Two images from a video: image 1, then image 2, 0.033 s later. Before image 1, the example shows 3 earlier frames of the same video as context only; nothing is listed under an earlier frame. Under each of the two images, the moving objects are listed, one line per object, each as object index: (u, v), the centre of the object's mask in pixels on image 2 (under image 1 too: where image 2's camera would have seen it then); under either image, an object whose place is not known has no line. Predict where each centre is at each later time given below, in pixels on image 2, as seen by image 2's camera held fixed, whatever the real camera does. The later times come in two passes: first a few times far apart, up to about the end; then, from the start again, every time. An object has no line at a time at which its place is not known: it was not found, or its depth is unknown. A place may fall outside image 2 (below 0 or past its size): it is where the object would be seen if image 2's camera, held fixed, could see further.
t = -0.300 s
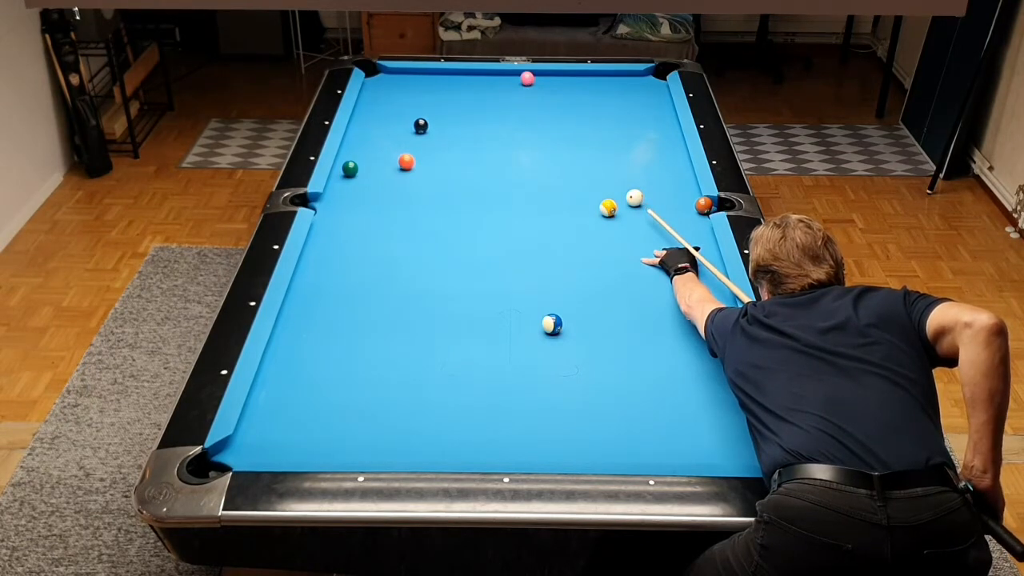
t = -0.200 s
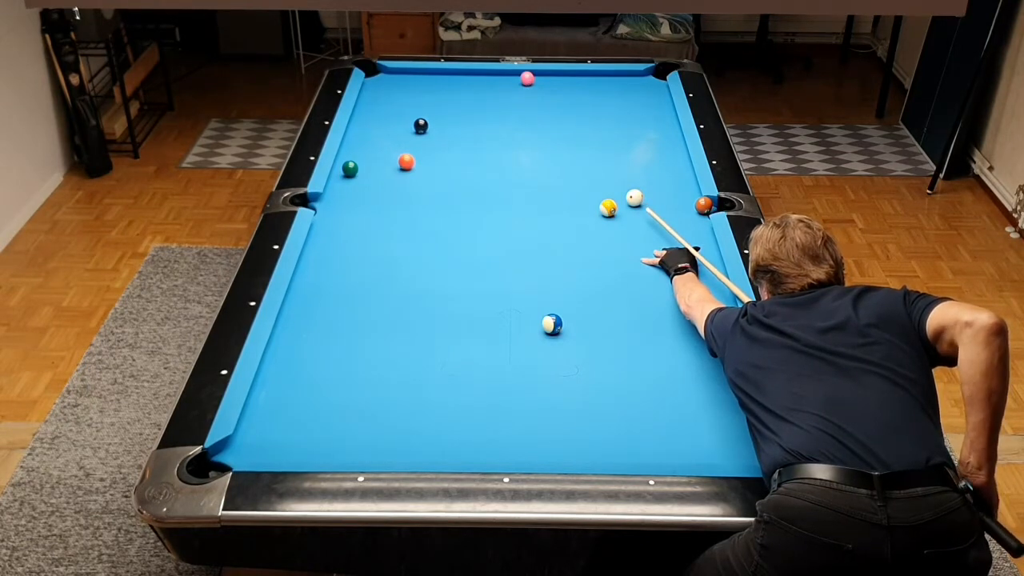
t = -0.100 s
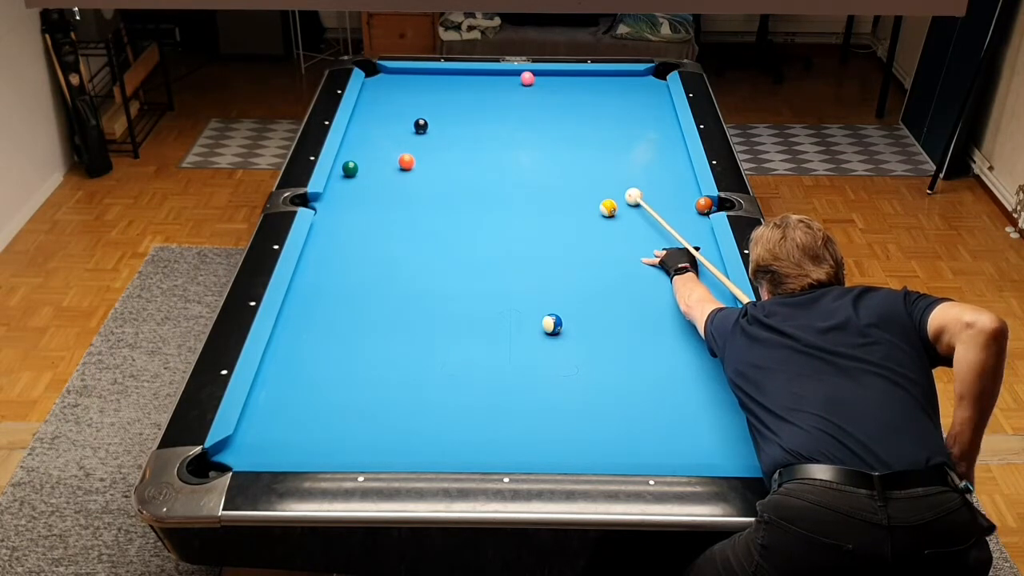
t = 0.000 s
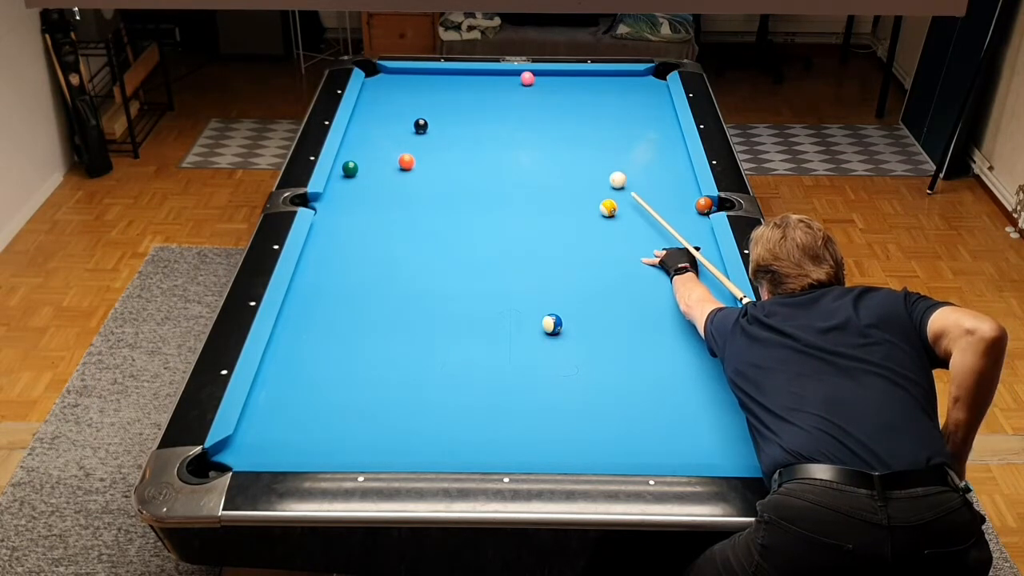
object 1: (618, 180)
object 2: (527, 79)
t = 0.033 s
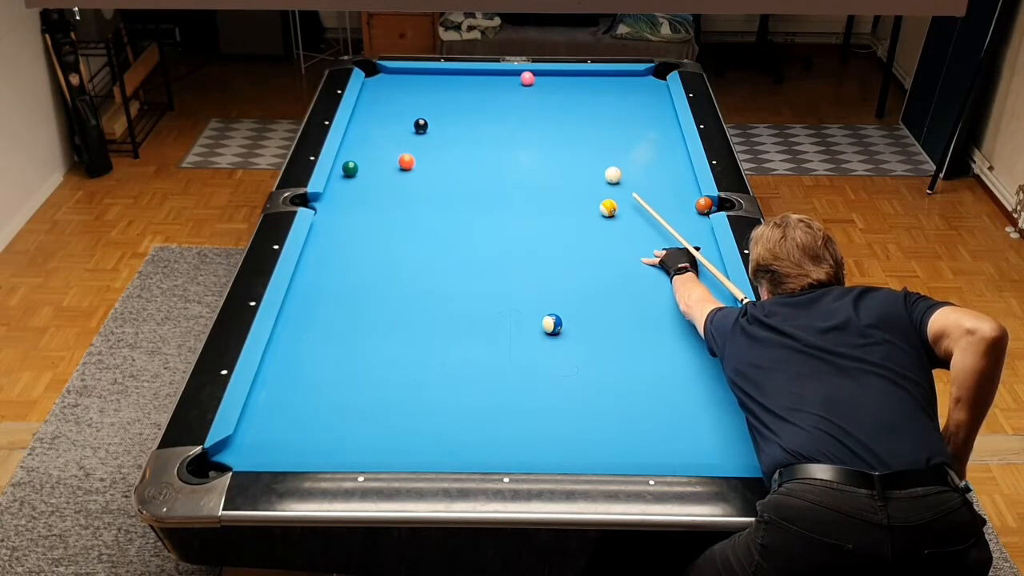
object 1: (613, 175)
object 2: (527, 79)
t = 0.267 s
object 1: (583, 144)
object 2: (527, 79)
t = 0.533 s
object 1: (553, 112)
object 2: (527, 79)
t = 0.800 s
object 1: (526, 85)
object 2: (528, 75)
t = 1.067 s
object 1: (499, 78)
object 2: (528, 80)
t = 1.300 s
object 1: (477, 73)
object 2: (528, 90)
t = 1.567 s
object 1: (457, 75)
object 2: (528, 102)
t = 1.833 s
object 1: (439, 78)
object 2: (527, 113)
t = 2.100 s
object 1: (421, 80)
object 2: (527, 124)
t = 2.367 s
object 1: (405, 82)
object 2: (527, 135)
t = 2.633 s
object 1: (389, 84)
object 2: (526, 146)
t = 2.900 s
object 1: (375, 86)
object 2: (526, 156)
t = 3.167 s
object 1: (371, 87)
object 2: (525, 166)
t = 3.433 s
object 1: (377, 89)
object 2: (524, 176)
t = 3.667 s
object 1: (381, 90)
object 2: (524, 184)
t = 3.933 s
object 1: (384, 91)
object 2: (524, 193)
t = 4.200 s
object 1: (387, 92)
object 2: (524, 201)
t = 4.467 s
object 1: (388, 92)
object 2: (524, 208)
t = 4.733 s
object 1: (389, 92)
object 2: (524, 216)
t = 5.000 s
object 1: (389, 92)
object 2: (525, 222)
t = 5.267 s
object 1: (389, 92)
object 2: (525, 227)
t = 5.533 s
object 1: (389, 92)
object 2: (524, 232)
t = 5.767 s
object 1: (389, 92)
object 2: (524, 235)
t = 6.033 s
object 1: (389, 92)
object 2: (522, 238)
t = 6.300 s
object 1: (389, 92)
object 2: (522, 239)
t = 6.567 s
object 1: (389, 92)
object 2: (522, 241)
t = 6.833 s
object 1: (389, 92)
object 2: (522, 241)
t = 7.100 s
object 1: (389, 92)
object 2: (522, 240)
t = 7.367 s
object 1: (389, 92)
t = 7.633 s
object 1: (389, 92)
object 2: (522, 240)
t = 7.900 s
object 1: (389, 92)
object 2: (522, 240)
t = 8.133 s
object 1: (389, 92)
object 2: (522, 240)
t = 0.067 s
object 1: (608, 170)
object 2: (527, 79)
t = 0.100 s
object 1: (604, 166)
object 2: (527, 79)
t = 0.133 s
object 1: (599, 161)
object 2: (527, 79)
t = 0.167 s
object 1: (595, 157)
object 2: (527, 79)
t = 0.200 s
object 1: (591, 152)
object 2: (527, 78)
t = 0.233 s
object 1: (587, 148)
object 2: (527, 79)
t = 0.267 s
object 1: (583, 144)
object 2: (527, 79)
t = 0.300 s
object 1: (579, 139)
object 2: (527, 79)
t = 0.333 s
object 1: (575, 136)
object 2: (527, 79)
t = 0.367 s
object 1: (571, 131)
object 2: (527, 79)
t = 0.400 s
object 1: (567, 127)
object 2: (527, 79)
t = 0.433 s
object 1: (563, 123)
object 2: (527, 79)
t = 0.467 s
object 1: (560, 119)
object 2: (527, 79)
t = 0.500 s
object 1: (556, 116)
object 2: (527, 78)
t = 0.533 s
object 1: (553, 112)
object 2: (527, 79)
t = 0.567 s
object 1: (549, 109)
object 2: (527, 79)
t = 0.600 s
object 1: (546, 105)
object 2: (527, 79)
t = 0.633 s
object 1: (542, 102)
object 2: (527, 79)
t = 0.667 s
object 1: (539, 98)
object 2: (527, 79)
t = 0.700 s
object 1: (536, 94)
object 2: (527, 78)
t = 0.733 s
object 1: (533, 91)
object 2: (527, 78)
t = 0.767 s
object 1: (530, 88)
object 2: (527, 77)
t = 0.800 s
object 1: (526, 85)
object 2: (528, 75)
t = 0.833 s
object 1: (523, 84)
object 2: (529, 75)
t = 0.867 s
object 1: (519, 83)
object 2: (528, 73)
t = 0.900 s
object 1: (516, 82)
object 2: (528, 74)
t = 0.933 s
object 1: (513, 82)
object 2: (528, 75)
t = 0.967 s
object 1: (509, 81)
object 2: (528, 76)
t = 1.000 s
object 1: (506, 80)
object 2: (528, 78)
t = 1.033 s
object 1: (503, 79)
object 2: (528, 79)
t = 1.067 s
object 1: (499, 78)
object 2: (528, 80)
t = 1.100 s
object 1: (496, 77)
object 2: (528, 82)
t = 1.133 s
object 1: (493, 77)
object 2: (528, 83)
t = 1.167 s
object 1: (490, 76)
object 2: (528, 85)
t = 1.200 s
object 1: (486, 75)
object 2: (528, 86)
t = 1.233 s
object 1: (483, 74)
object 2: (528, 88)
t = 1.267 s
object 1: (480, 73)
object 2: (528, 89)
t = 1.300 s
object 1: (477, 73)
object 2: (528, 90)
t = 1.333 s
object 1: (474, 73)
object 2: (528, 92)
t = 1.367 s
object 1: (472, 73)
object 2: (528, 93)
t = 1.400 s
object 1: (469, 73)
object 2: (528, 95)
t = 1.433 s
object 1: (467, 74)
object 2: (528, 96)
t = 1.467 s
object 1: (464, 74)
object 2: (528, 98)
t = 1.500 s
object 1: (462, 74)
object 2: (528, 99)
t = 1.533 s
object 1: (459, 75)
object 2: (528, 100)
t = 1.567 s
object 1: (457, 75)
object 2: (528, 102)
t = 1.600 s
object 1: (455, 75)
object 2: (528, 103)
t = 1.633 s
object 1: (453, 76)
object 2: (528, 105)
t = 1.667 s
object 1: (450, 76)
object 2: (528, 106)
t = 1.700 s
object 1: (448, 76)
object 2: (528, 108)
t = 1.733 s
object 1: (445, 76)
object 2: (528, 109)
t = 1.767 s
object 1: (443, 77)
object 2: (528, 110)
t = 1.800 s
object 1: (441, 77)
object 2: (527, 112)
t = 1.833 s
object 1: (439, 78)
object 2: (527, 113)
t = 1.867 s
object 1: (436, 78)
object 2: (527, 114)
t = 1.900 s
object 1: (434, 78)
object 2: (527, 116)
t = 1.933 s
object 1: (432, 78)
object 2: (527, 117)
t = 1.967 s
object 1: (430, 79)
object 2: (527, 118)
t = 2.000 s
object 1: (427, 79)
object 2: (527, 120)
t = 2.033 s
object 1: (425, 79)
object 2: (527, 121)
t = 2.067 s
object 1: (423, 80)
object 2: (527, 122)
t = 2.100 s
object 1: (421, 80)
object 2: (527, 124)
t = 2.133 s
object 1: (419, 80)
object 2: (527, 125)
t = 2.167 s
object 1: (417, 80)
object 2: (527, 127)
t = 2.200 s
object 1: (415, 81)
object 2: (527, 128)
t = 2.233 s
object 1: (413, 81)
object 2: (527, 130)
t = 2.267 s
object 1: (411, 81)
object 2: (527, 131)
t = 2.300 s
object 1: (409, 82)
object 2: (527, 132)
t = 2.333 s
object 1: (406, 82)
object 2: (527, 134)
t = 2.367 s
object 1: (405, 82)
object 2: (527, 135)
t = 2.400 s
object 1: (402, 82)
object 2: (527, 136)
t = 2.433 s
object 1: (401, 83)
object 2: (526, 138)
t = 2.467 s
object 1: (399, 83)
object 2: (526, 139)
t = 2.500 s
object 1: (397, 83)
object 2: (526, 140)
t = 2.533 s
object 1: (395, 83)
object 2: (526, 141)
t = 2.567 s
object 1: (393, 83)
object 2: (526, 143)
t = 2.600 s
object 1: (391, 84)
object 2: (526, 144)
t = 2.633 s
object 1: (389, 84)
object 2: (526, 146)
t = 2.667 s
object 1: (387, 84)
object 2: (526, 147)
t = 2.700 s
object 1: (386, 85)
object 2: (526, 148)
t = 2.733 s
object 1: (384, 85)
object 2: (526, 150)
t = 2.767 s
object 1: (382, 85)
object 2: (526, 151)
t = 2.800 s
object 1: (380, 85)
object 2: (526, 152)
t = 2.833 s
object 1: (378, 86)
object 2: (526, 153)
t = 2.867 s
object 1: (377, 86)
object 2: (526, 155)
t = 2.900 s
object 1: (375, 86)
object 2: (526, 156)
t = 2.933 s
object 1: (373, 86)
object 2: (525, 158)
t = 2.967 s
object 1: (372, 86)
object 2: (526, 159)
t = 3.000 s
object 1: (370, 87)
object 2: (525, 160)
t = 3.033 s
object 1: (368, 87)
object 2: (525, 161)
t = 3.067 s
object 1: (368, 87)
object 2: (525, 162)
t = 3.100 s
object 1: (369, 87)
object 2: (525, 164)
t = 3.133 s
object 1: (370, 87)
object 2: (525, 165)
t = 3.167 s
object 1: (371, 87)
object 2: (525, 166)
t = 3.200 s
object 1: (372, 88)
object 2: (525, 168)
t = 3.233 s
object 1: (372, 88)
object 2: (525, 169)
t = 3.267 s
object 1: (373, 88)
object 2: (525, 170)
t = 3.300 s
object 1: (374, 88)
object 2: (525, 171)
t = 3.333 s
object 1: (375, 88)
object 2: (525, 173)
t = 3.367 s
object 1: (375, 88)
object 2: (525, 173)
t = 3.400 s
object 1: (376, 89)
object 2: (525, 175)
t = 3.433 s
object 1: (377, 89)
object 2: (524, 176)
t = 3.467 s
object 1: (377, 89)
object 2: (524, 177)
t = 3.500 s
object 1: (378, 89)
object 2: (524, 179)
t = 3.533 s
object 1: (379, 89)
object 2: (524, 180)
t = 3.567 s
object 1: (379, 89)
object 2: (524, 181)
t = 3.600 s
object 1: (380, 89)
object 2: (524, 182)
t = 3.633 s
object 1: (380, 90)
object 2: (524, 183)
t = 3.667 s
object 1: (381, 90)
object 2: (524, 184)
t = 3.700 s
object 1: (381, 90)
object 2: (524, 185)
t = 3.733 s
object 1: (382, 90)
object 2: (524, 186)
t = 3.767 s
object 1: (382, 90)
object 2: (524, 188)
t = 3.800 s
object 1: (383, 90)
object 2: (524, 188)
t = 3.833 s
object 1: (383, 90)
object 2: (524, 190)
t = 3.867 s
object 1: (384, 90)
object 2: (524, 191)
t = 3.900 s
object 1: (384, 91)
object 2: (524, 192)
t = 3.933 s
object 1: (384, 91)
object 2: (524, 193)
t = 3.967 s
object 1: (385, 91)
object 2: (524, 194)
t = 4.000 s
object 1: (385, 91)
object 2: (524, 195)
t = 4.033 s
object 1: (385, 91)
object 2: (524, 196)
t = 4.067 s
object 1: (385, 91)
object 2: (524, 197)
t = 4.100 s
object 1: (386, 91)
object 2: (524, 198)
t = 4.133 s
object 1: (386, 91)
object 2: (524, 199)
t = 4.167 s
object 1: (387, 91)
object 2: (524, 200)
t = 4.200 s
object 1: (387, 92)
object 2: (524, 201)
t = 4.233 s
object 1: (387, 91)
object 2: (524, 202)
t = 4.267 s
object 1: (387, 92)
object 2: (524, 203)
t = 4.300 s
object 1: (388, 92)
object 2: (524, 204)
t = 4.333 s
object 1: (388, 92)
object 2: (524, 205)
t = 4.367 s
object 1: (388, 92)
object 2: (524, 206)
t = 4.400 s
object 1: (388, 92)
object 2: (524, 207)
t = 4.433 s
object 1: (388, 92)
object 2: (524, 208)
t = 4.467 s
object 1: (388, 92)
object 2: (524, 208)
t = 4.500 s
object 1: (389, 92)
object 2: (524, 210)
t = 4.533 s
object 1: (389, 92)
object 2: (524, 211)
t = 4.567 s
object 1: (389, 92)
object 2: (524, 211)
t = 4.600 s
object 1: (389, 92)
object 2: (524, 212)
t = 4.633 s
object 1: (389, 92)
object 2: (524, 213)
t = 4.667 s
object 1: (389, 92)
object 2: (524, 214)
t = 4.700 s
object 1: (389, 92)
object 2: (524, 215)
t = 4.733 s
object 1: (389, 92)
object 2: (524, 216)
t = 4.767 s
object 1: (389, 92)
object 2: (524, 216)
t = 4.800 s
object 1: (389, 92)
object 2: (525, 217)
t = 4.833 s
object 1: (389, 92)
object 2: (525, 218)
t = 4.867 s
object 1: (389, 92)
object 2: (525, 219)
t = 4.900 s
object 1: (389, 92)
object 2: (525, 220)
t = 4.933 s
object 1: (389, 92)
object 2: (525, 220)
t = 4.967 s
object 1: (389, 92)
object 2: (525, 221)
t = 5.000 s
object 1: (389, 92)
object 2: (525, 222)
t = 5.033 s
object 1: (389, 92)
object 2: (525, 223)
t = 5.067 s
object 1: (389, 92)
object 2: (525, 223)
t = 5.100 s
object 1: (389, 92)
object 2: (525, 224)
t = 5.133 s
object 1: (389, 92)
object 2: (525, 225)
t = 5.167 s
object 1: (389, 92)
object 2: (525, 225)
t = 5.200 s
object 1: (389, 92)
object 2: (525, 226)
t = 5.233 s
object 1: (389, 92)
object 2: (525, 227)
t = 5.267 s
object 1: (389, 92)
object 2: (525, 227)
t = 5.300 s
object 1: (389, 92)
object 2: (525, 228)
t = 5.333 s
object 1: (389, 92)
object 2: (525, 228)
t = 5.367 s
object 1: (389, 92)
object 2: (525, 229)
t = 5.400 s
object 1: (389, 92)
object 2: (525, 230)
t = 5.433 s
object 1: (389, 92)
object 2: (525, 230)
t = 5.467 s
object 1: (389, 92)
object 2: (525, 230)
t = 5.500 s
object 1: (389, 92)
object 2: (525, 231)
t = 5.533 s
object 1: (389, 92)
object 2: (524, 232)
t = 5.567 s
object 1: (389, 92)
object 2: (524, 233)
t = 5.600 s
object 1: (389, 92)
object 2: (525, 231)
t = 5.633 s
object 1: (389, 92)
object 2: (524, 233)
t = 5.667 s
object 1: (389, 92)
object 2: (524, 234)
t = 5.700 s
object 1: (389, 92)
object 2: (524, 234)
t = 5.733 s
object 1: (389, 92)
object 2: (524, 234)
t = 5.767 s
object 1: (389, 92)
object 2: (524, 235)
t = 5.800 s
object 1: (389, 92)
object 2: (524, 235)
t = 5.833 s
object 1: (389, 92)
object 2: (524, 236)
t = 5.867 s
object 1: (389, 92)
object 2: (524, 236)
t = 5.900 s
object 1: (389, 92)
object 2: (523, 236)
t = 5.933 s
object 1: (389, 92)
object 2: (523, 237)
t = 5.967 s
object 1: (389, 92)
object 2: (523, 237)
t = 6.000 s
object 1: (389, 92)
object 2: (523, 237)
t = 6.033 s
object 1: (389, 92)
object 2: (522, 238)
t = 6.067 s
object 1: (389, 92)
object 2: (522, 238)
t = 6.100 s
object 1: (389, 92)
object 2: (522, 238)
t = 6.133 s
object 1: (389, 92)
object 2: (522, 239)
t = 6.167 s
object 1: (389, 92)
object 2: (522, 239)
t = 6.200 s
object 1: (389, 92)
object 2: (522, 239)
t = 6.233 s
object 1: (389, 92)
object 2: (522, 239)
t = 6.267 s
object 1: (389, 92)
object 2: (522, 239)
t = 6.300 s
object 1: (389, 92)
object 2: (522, 239)
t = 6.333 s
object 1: (389, 92)
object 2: (522, 240)
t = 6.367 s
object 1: (389, 92)
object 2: (522, 240)
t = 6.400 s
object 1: (389, 92)
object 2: (522, 240)
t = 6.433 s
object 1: (389, 92)
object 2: (522, 240)
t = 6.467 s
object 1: (389, 92)
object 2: (522, 240)
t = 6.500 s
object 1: (389, 92)
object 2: (522, 240)
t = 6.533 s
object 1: (389, 92)
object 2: (522, 241)
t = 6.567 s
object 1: (389, 92)
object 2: (522, 241)
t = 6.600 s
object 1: (389, 92)
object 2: (522, 241)
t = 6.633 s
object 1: (389, 92)
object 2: (522, 241)
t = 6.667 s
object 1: (389, 92)
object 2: (522, 241)
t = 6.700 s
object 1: (389, 92)
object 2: (522, 241)
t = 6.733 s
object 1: (389, 92)
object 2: (521, 241)
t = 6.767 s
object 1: (389, 92)
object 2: (521, 241)
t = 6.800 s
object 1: (389, 92)
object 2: (521, 241)
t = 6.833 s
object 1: (389, 92)
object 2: (522, 241)
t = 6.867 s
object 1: (389, 92)
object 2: (521, 241)
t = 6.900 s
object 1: (389, 92)
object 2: (522, 241)
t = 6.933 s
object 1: (389, 92)
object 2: (522, 241)
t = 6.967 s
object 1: (389, 92)
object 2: (521, 241)
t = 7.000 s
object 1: (389, 92)
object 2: (522, 240)
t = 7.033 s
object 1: (389, 92)
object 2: (522, 241)
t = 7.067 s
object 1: (389, 92)
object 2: (522, 241)
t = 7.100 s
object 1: (389, 92)
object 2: (522, 240)
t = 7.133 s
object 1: (389, 92)
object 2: (522, 240)
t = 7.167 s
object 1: (390, 92)
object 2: (522, 241)
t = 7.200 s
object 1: (389, 92)
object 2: (521, 240)
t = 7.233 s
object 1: (389, 92)
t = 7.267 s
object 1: (389, 92)
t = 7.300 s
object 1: (389, 92)
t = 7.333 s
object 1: (389, 92)
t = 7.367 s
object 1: (389, 92)
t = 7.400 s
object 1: (389, 92)
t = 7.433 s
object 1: (389, 92)
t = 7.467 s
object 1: (389, 92)
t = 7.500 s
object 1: (389, 92)
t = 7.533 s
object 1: (389, 92)
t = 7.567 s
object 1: (389, 92)
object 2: (522, 240)
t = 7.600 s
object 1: (389, 92)
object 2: (522, 240)
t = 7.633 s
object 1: (389, 92)
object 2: (522, 240)
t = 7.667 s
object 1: (389, 92)
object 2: (522, 240)
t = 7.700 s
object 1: (389, 92)
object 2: (522, 240)
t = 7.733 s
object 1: (389, 92)
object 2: (522, 240)
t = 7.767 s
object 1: (389, 92)
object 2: (522, 240)
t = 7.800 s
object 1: (389, 92)
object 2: (522, 240)
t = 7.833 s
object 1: (389, 92)
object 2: (522, 240)
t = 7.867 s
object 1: (389, 92)
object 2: (522, 240)
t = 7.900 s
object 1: (389, 92)
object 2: (522, 240)
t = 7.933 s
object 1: (389, 92)
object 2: (522, 240)
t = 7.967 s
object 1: (389, 92)
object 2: (522, 240)
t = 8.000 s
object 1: (389, 92)
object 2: (522, 240)
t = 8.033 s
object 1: (389, 92)
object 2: (522, 240)
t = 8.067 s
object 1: (389, 92)
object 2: (522, 240)
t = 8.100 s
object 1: (389, 92)
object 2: (522, 240)
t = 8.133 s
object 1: (389, 92)
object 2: (522, 240)
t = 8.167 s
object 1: (389, 92)
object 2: (522, 240)
